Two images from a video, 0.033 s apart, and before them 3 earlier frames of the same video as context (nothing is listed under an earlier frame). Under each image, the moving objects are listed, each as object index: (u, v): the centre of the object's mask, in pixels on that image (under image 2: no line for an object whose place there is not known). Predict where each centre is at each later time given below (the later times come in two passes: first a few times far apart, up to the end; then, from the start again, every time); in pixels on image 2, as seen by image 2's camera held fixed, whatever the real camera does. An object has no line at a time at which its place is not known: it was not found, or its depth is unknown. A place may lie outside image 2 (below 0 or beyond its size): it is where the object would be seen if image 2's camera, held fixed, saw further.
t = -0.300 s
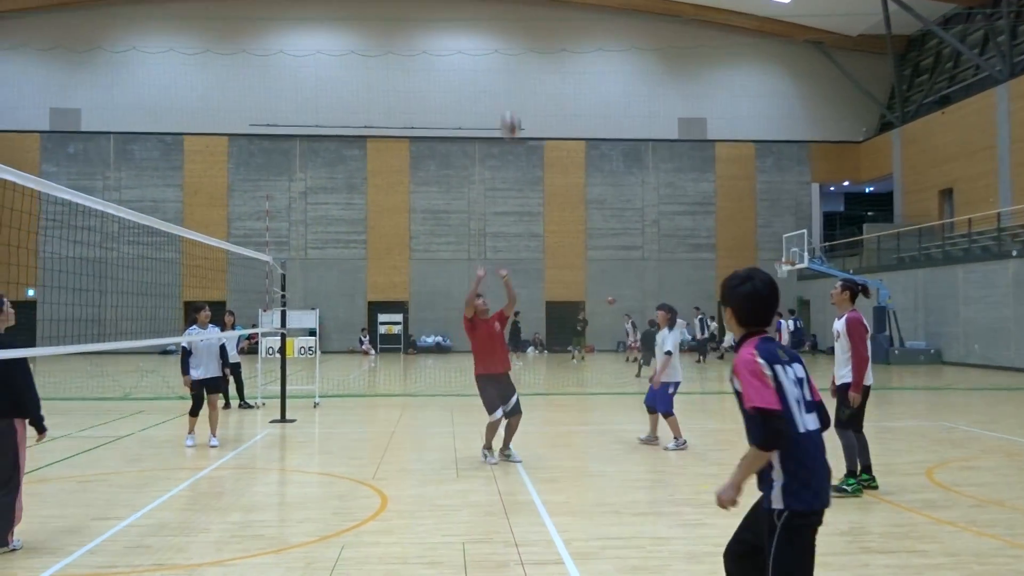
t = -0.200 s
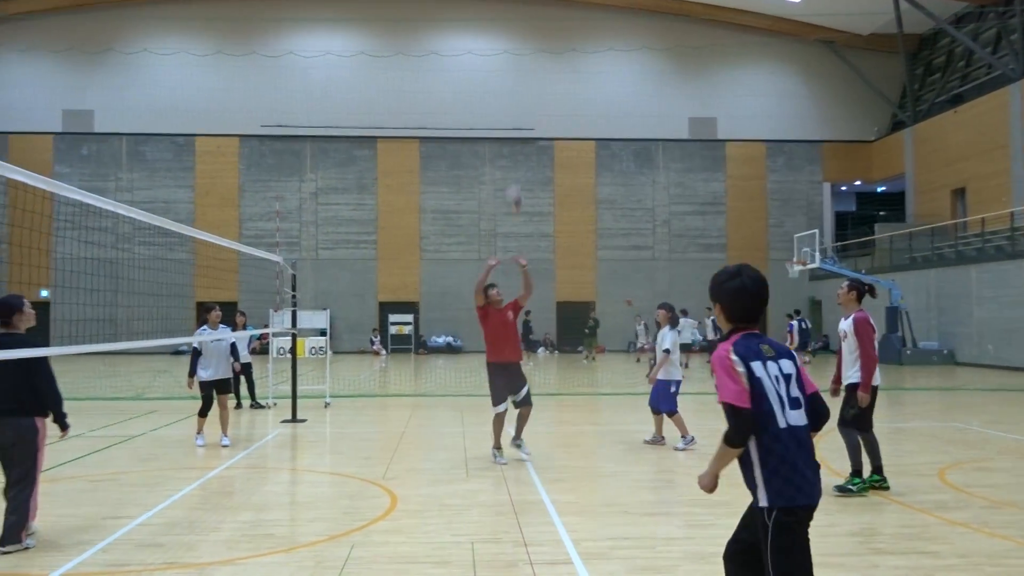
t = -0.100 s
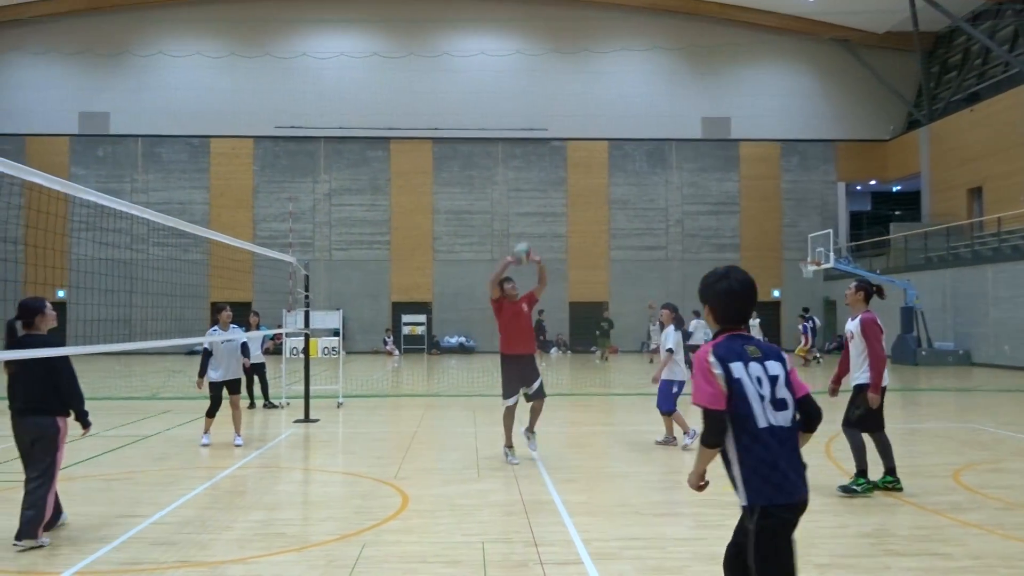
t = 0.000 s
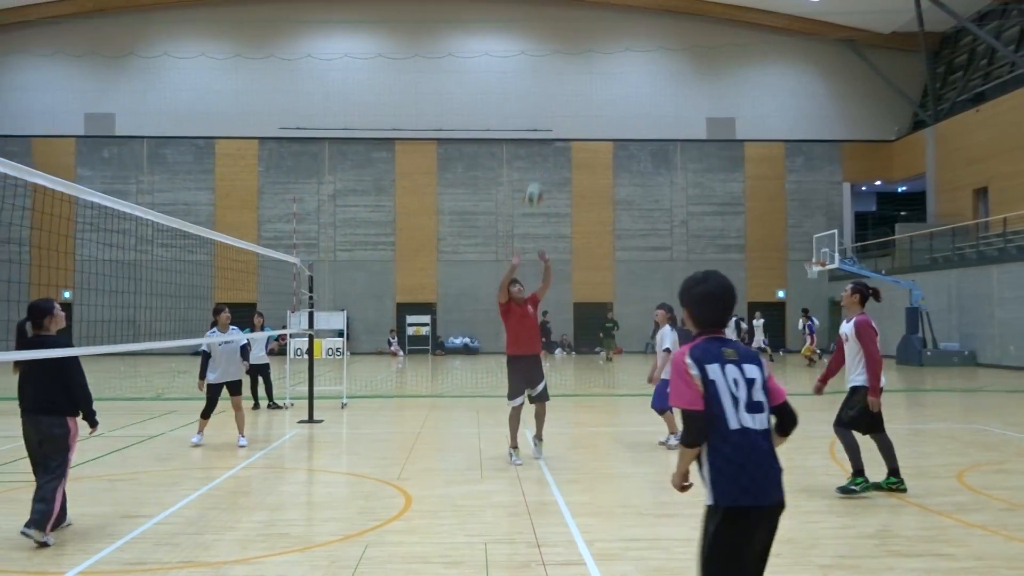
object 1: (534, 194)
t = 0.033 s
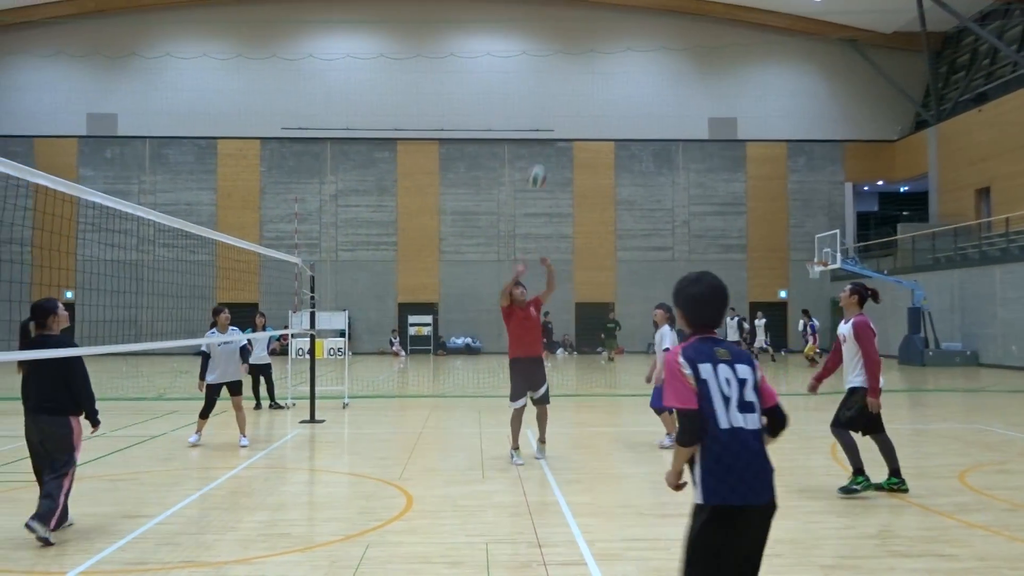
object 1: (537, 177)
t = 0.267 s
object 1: (554, 78)
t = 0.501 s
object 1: (572, 24)
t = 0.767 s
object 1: (594, 31)
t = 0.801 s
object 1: (597, 37)
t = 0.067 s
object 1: (539, 159)
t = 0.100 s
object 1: (541, 145)
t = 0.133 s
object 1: (544, 130)
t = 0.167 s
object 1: (546, 116)
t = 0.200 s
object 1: (548, 102)
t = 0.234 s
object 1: (551, 89)
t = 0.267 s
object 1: (554, 78)
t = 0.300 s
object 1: (556, 68)
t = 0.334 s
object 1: (559, 57)
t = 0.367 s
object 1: (561, 48)
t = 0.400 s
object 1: (564, 40)
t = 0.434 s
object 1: (567, 33)
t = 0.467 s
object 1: (569, 28)
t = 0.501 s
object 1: (572, 24)
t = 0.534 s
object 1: (574, 21)
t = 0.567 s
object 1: (577, 19)
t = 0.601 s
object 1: (580, 18)
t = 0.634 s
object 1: (583, 19)
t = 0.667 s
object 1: (586, 20)
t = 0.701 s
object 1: (588, 23)
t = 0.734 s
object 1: (591, 26)
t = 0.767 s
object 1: (594, 31)
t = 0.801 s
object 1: (597, 37)
